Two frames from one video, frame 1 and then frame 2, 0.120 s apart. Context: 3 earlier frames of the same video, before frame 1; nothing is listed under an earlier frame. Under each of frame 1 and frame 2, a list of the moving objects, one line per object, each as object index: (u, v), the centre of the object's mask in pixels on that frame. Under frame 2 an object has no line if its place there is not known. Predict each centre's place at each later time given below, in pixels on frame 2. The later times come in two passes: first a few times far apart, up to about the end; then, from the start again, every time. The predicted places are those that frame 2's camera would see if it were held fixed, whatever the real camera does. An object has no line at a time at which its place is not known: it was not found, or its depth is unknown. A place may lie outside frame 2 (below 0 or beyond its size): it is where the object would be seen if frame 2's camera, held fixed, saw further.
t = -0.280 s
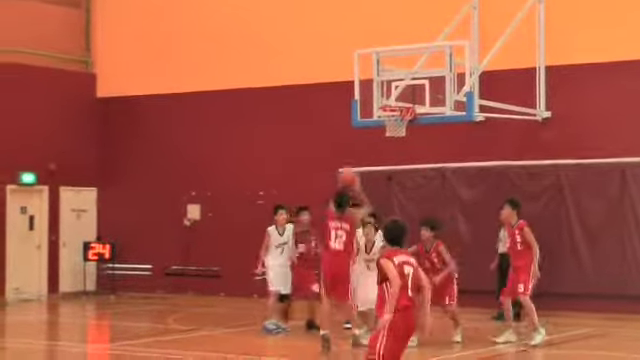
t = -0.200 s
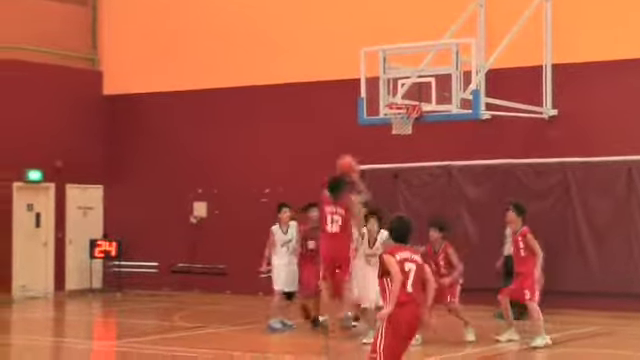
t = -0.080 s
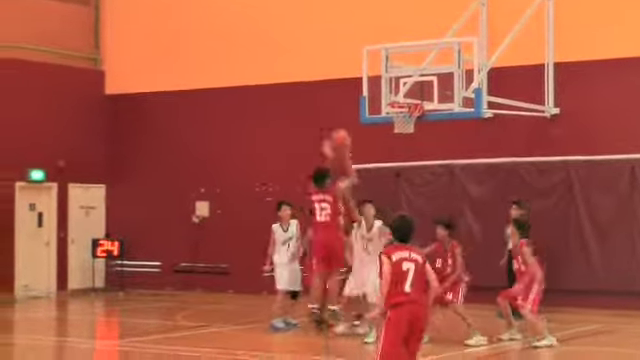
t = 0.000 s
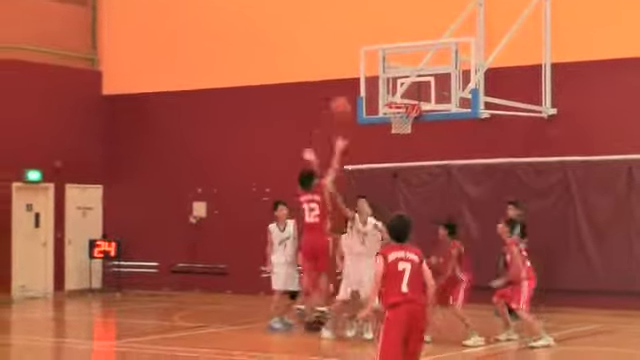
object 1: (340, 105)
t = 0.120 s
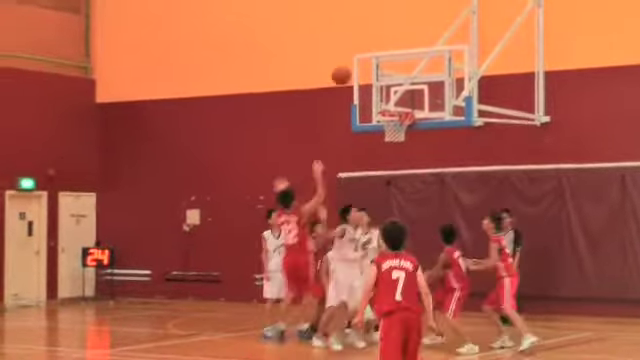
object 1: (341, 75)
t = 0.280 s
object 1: (350, 41)
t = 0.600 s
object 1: (366, 34)
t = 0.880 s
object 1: (380, 88)
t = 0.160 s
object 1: (343, 66)
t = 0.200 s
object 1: (346, 55)
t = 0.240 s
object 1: (348, 47)
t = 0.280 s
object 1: (350, 41)
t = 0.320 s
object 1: (353, 35)
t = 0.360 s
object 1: (354, 31)
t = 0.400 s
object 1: (356, 29)
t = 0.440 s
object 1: (358, 28)
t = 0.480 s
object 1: (360, 28)
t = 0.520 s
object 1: (362, 28)
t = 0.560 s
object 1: (364, 31)
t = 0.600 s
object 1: (366, 34)
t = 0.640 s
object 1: (368, 38)
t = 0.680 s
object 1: (370, 44)
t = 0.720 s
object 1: (371, 51)
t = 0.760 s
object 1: (373, 59)
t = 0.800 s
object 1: (375, 66)
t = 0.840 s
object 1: (377, 77)
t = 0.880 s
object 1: (380, 88)
